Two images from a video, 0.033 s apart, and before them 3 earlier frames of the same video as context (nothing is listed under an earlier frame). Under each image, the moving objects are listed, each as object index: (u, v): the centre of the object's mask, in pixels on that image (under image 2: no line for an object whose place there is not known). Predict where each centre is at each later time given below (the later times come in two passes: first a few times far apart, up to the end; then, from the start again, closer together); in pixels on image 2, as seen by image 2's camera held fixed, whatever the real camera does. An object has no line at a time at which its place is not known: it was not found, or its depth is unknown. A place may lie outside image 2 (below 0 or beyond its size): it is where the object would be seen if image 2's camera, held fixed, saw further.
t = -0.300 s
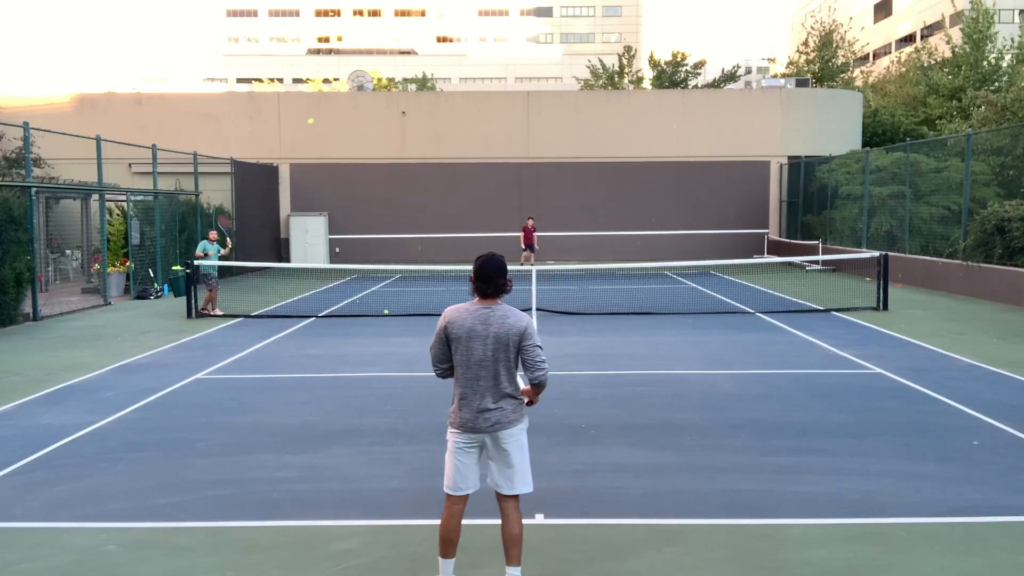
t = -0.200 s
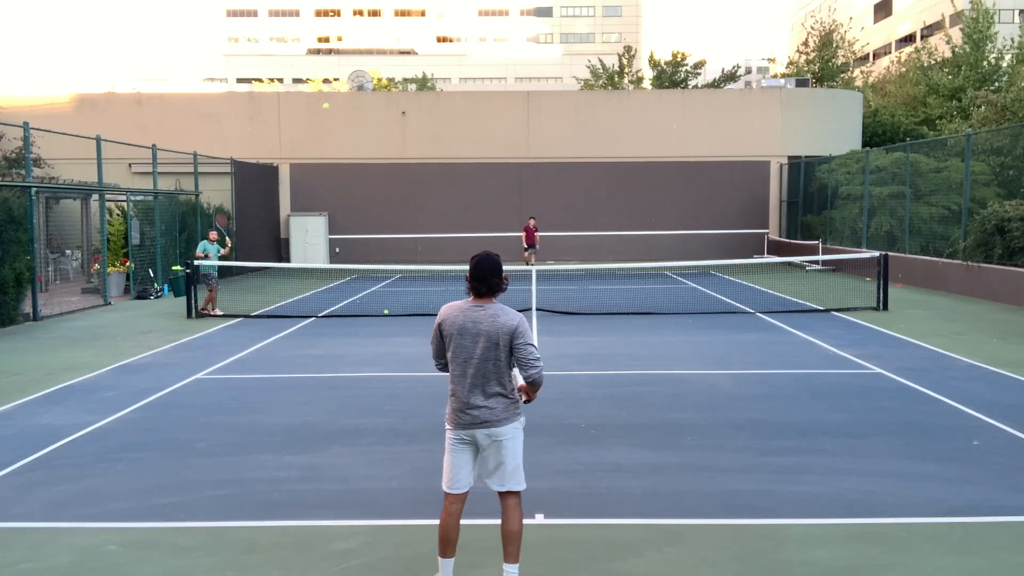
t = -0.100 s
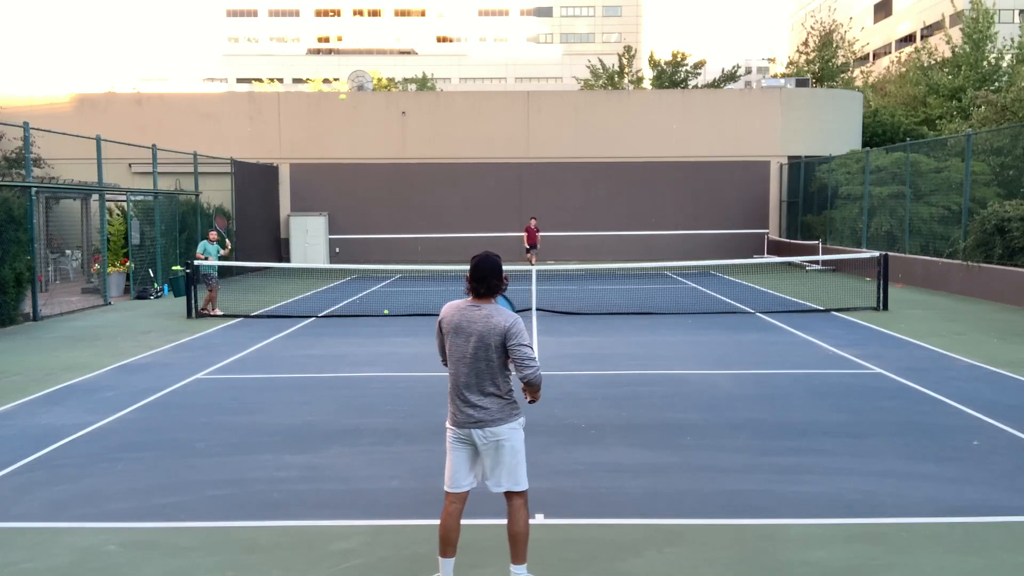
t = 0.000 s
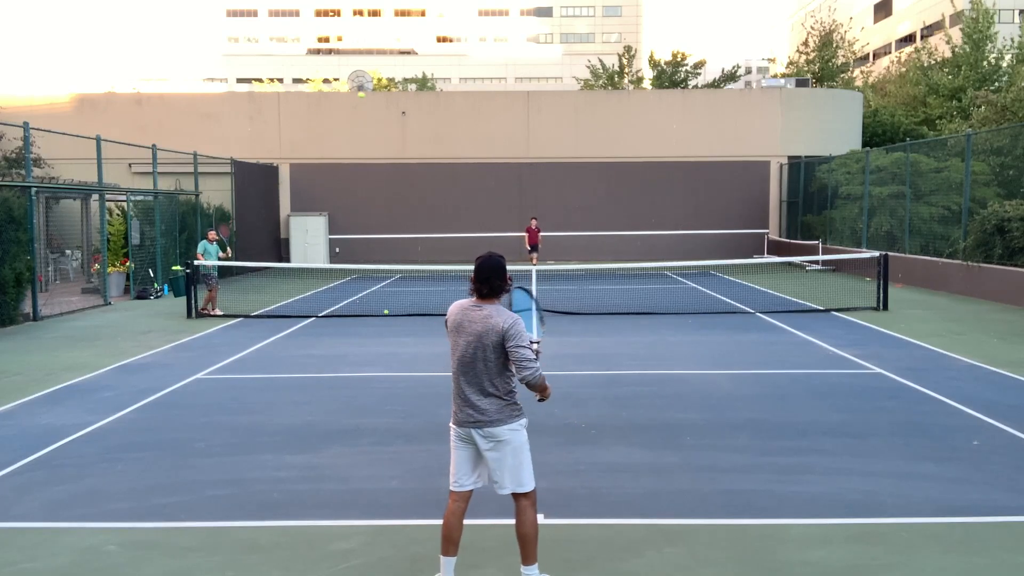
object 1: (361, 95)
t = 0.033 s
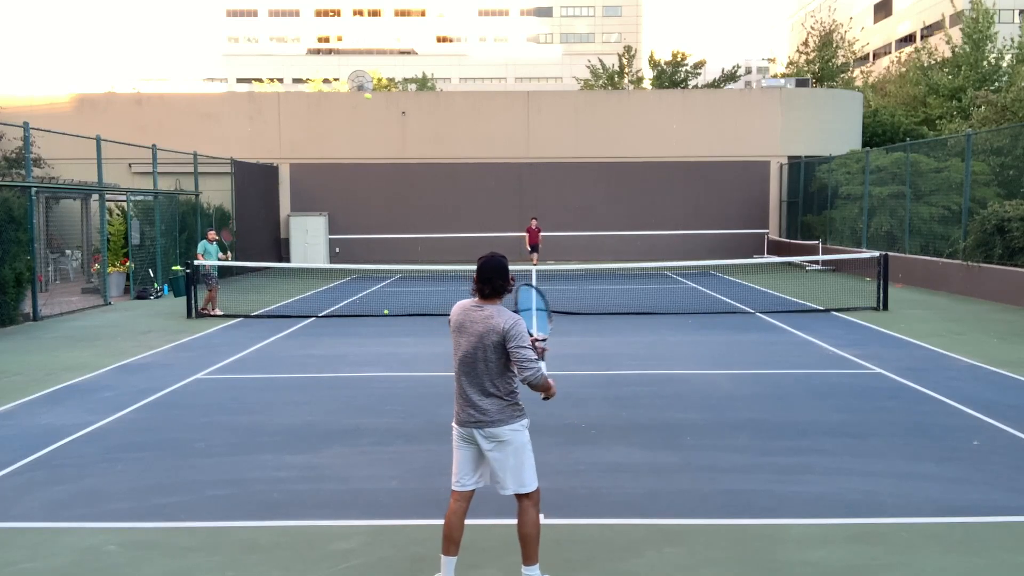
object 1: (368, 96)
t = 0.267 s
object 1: (421, 133)
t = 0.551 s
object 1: (507, 273)
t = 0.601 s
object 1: (524, 310)
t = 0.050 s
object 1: (371, 97)
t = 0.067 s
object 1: (374, 98)
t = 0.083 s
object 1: (378, 99)
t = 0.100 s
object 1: (381, 101)
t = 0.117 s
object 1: (385, 103)
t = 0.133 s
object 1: (389, 105)
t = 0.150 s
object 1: (393, 108)
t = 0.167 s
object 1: (397, 110)
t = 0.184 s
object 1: (401, 113)
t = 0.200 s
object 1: (404, 116)
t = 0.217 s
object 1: (408, 120)
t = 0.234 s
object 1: (412, 124)
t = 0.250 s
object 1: (417, 129)
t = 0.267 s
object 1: (421, 133)
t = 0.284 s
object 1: (425, 138)
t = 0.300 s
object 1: (430, 144)
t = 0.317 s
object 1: (434, 149)
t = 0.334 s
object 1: (439, 155)
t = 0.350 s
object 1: (444, 162)
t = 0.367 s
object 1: (448, 169)
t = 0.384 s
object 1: (453, 176)
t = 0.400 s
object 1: (458, 183)
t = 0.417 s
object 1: (463, 191)
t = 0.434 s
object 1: (468, 200)
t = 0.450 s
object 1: (473, 209)
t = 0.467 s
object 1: (478, 218)
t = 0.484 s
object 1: (484, 227)
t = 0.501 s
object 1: (490, 239)
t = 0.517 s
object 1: (495, 249)
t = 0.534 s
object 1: (500, 259)
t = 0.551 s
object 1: (507, 273)
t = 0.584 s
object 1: (518, 298)
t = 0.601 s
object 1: (524, 310)
